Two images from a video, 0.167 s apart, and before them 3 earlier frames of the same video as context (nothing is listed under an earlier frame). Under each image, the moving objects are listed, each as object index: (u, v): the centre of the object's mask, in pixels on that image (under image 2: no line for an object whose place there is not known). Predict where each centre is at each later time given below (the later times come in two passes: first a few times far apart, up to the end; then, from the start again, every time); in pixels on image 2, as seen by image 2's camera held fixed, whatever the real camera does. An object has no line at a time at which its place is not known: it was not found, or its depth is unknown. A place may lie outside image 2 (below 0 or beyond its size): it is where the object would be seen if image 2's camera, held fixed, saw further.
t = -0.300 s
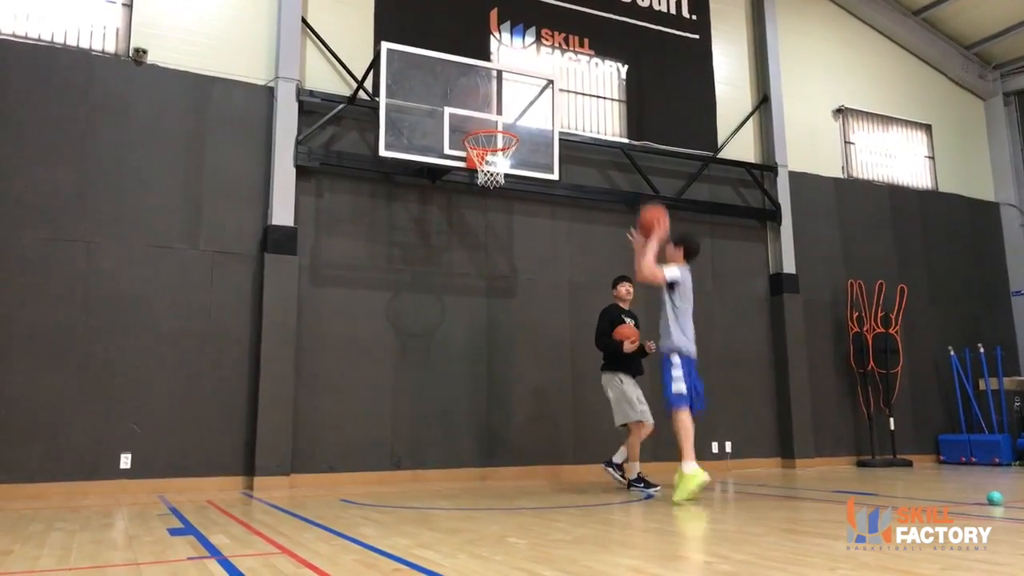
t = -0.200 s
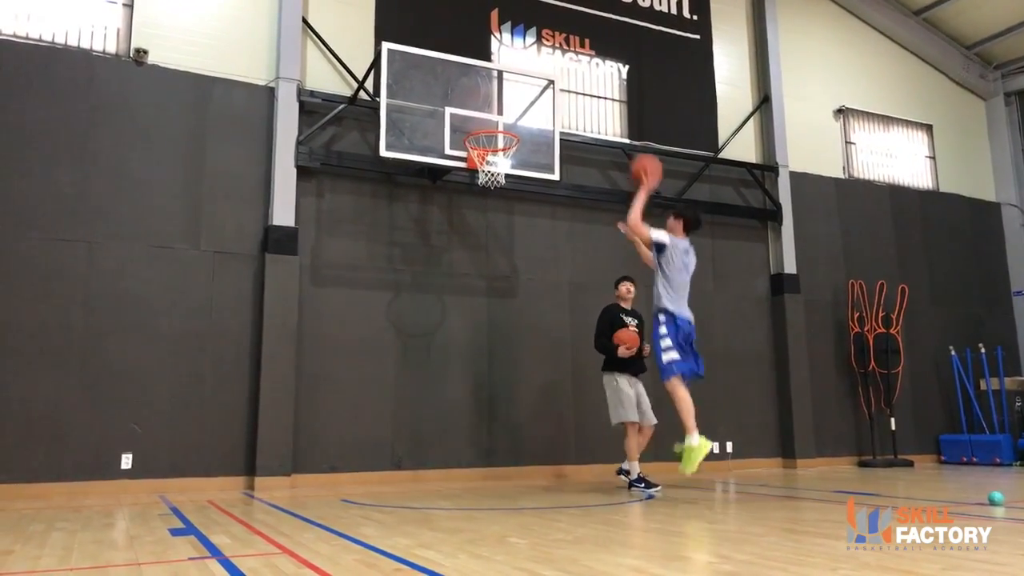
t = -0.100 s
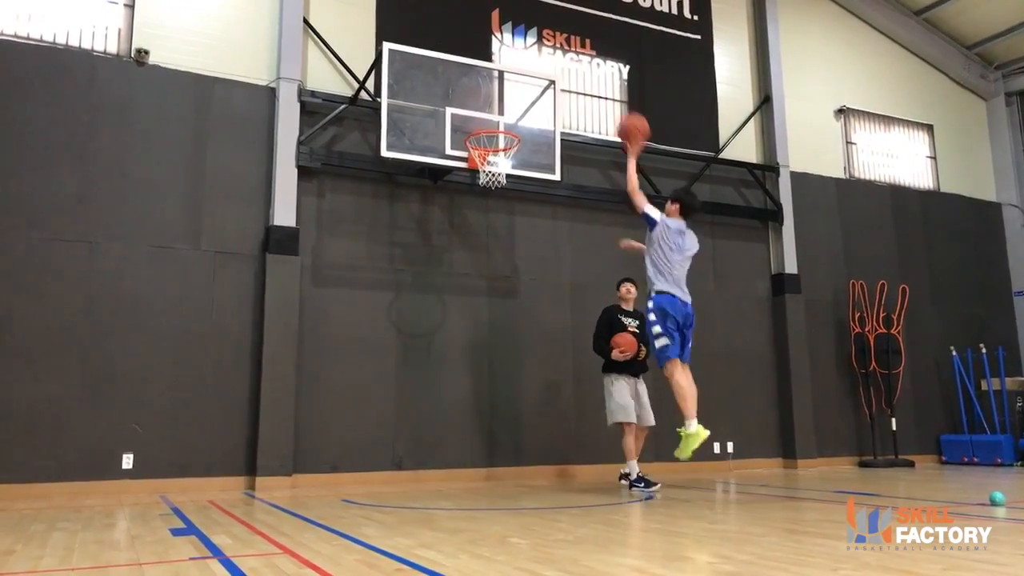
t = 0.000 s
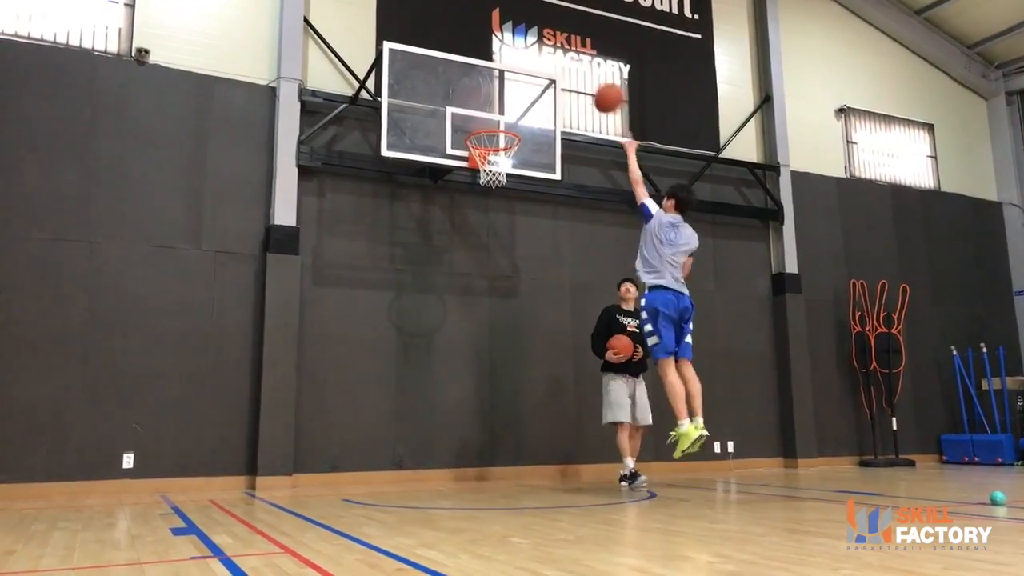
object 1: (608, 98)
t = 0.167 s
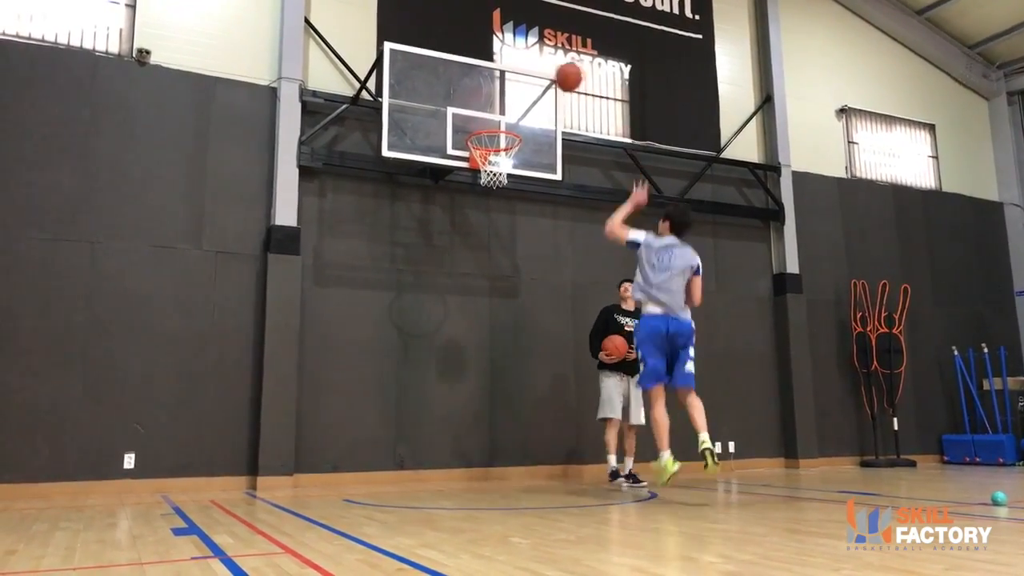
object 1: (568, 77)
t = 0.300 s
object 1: (540, 82)
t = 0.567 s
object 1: (488, 143)
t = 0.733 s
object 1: (479, 169)
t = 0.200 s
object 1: (561, 76)
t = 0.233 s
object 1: (554, 77)
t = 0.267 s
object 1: (547, 78)
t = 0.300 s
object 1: (540, 82)
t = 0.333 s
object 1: (533, 85)
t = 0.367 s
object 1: (526, 91)
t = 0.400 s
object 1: (519, 98)
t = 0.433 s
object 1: (512, 106)
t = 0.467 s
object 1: (506, 114)
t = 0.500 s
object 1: (499, 121)
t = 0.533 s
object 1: (496, 131)
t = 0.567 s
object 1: (488, 143)
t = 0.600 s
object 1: (481, 158)
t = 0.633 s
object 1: (479, 163)
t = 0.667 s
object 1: (479, 166)
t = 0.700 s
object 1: (479, 168)
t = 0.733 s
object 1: (479, 169)
